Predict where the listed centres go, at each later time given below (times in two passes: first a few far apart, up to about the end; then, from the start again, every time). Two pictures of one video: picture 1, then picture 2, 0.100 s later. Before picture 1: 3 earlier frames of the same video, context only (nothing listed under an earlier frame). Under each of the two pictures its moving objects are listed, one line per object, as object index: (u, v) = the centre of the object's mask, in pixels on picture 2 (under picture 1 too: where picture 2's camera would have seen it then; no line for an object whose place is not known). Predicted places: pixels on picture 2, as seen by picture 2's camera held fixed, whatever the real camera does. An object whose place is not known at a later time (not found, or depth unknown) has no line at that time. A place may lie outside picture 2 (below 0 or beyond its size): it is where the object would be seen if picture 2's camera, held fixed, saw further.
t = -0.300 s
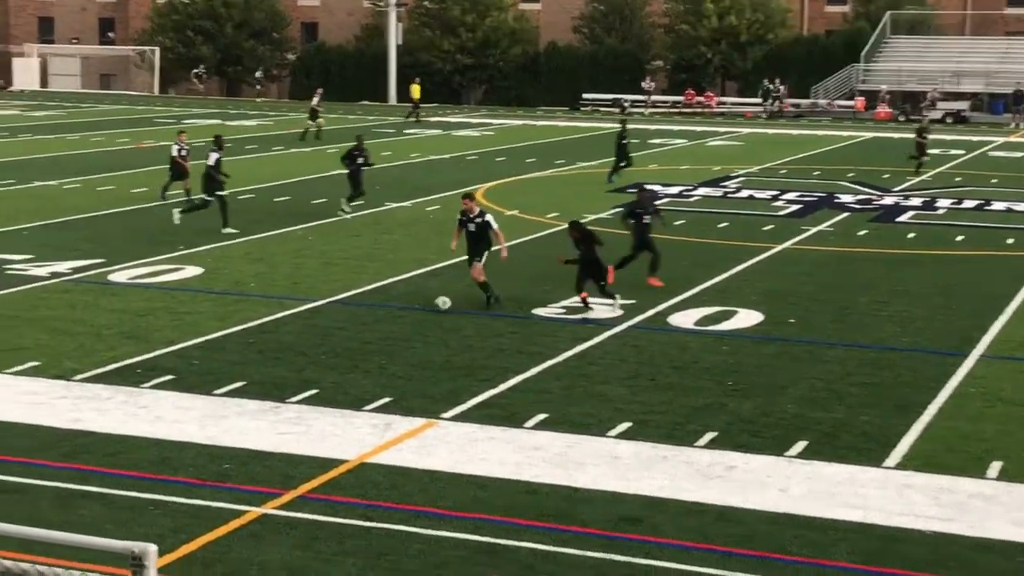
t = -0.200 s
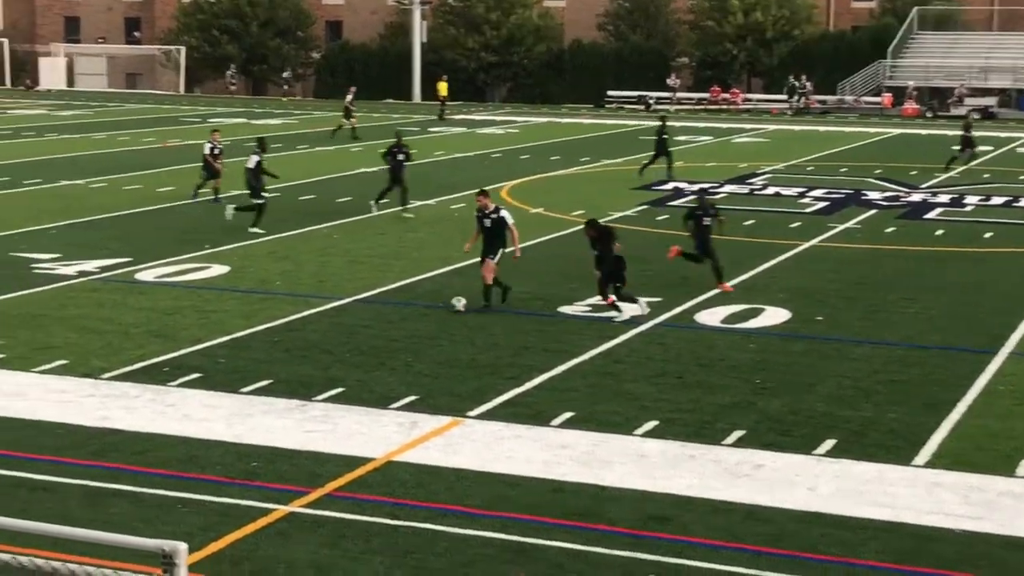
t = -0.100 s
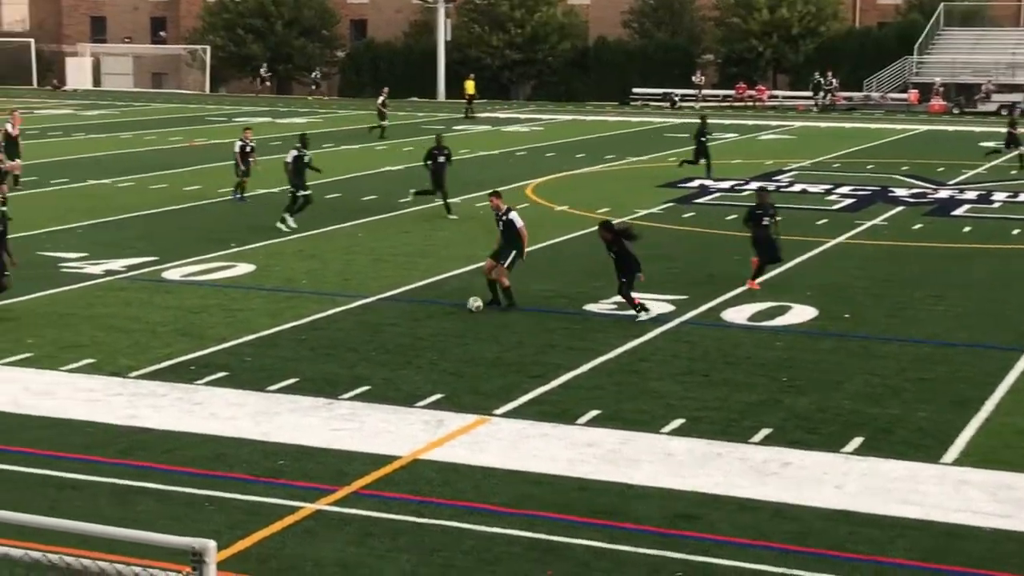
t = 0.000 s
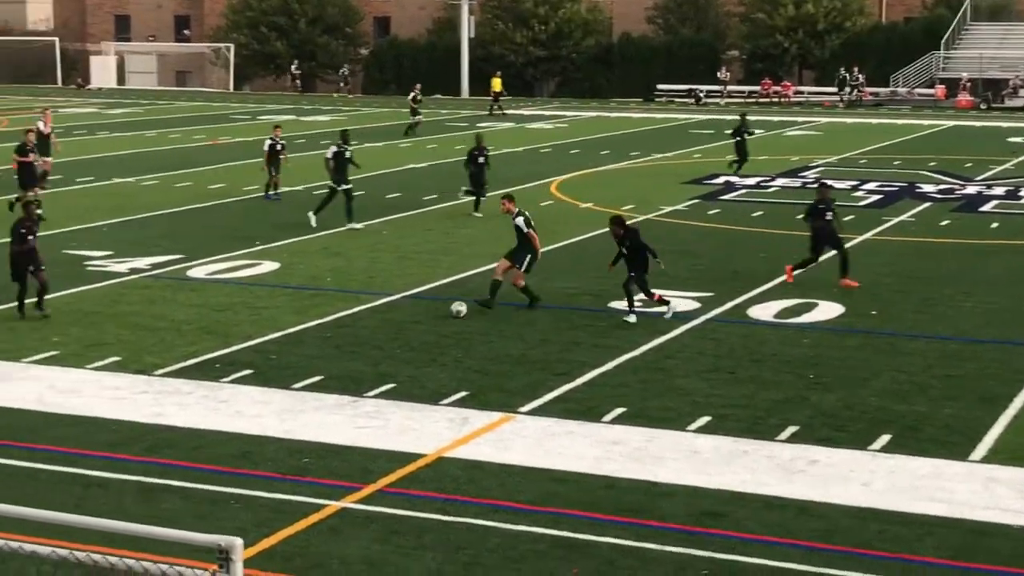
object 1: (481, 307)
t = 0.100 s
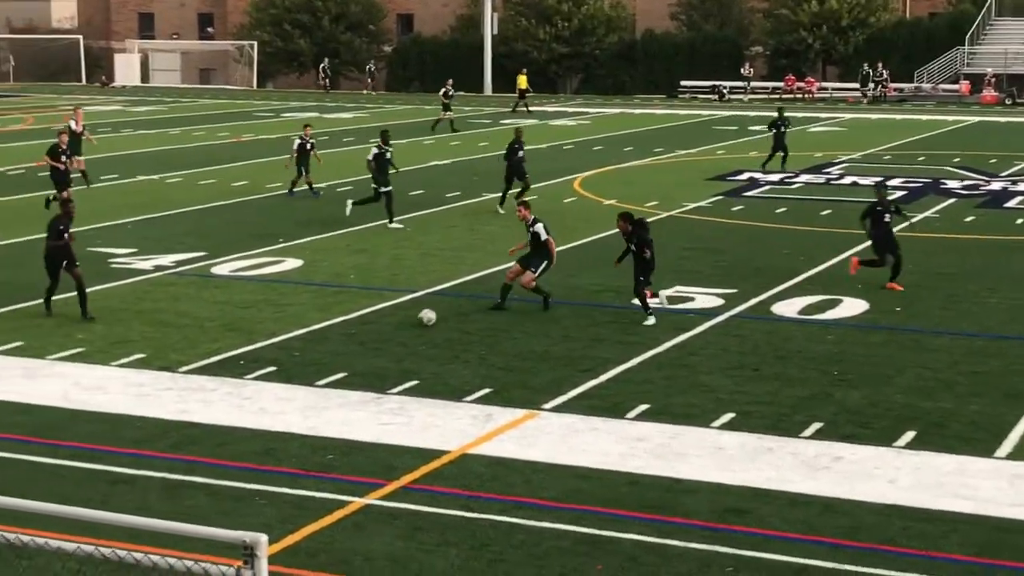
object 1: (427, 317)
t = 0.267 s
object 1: (336, 336)
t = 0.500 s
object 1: (215, 360)
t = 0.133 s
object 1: (409, 321)
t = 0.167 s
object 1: (390, 325)
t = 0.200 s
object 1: (372, 328)
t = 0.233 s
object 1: (355, 331)
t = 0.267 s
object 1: (336, 336)
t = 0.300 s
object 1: (319, 339)
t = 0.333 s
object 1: (301, 342)
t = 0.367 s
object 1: (285, 345)
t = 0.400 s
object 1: (267, 349)
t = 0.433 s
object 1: (249, 353)
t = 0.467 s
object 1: (233, 356)
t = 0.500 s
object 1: (215, 360)
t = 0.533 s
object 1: (199, 363)
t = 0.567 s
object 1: (183, 367)
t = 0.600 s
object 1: (166, 370)
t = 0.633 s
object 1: (149, 374)
